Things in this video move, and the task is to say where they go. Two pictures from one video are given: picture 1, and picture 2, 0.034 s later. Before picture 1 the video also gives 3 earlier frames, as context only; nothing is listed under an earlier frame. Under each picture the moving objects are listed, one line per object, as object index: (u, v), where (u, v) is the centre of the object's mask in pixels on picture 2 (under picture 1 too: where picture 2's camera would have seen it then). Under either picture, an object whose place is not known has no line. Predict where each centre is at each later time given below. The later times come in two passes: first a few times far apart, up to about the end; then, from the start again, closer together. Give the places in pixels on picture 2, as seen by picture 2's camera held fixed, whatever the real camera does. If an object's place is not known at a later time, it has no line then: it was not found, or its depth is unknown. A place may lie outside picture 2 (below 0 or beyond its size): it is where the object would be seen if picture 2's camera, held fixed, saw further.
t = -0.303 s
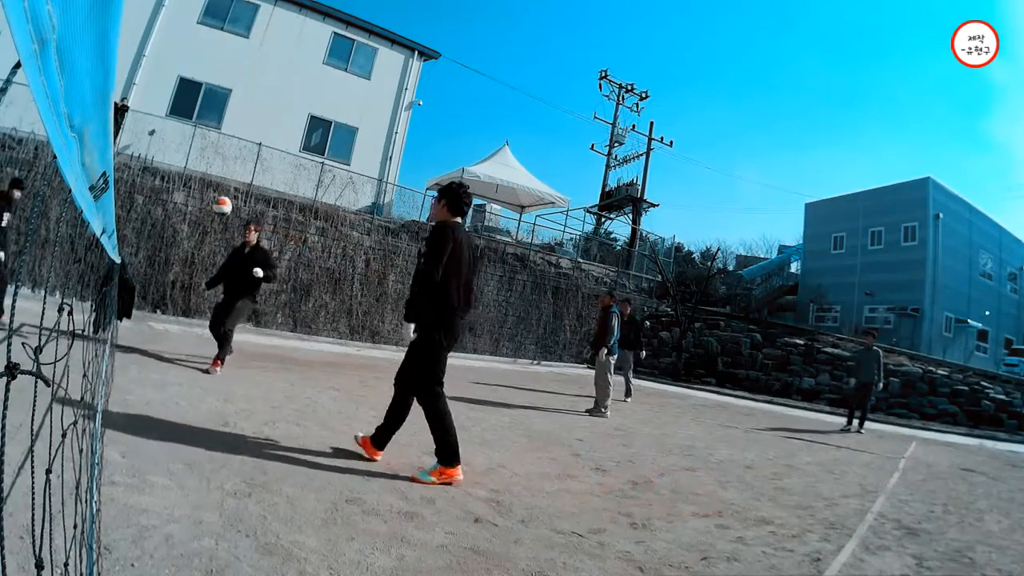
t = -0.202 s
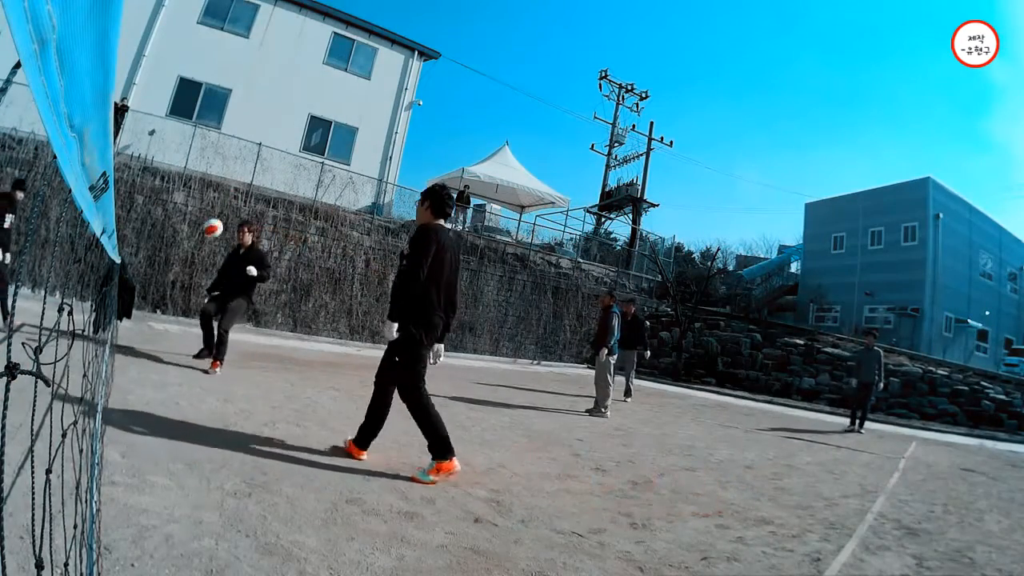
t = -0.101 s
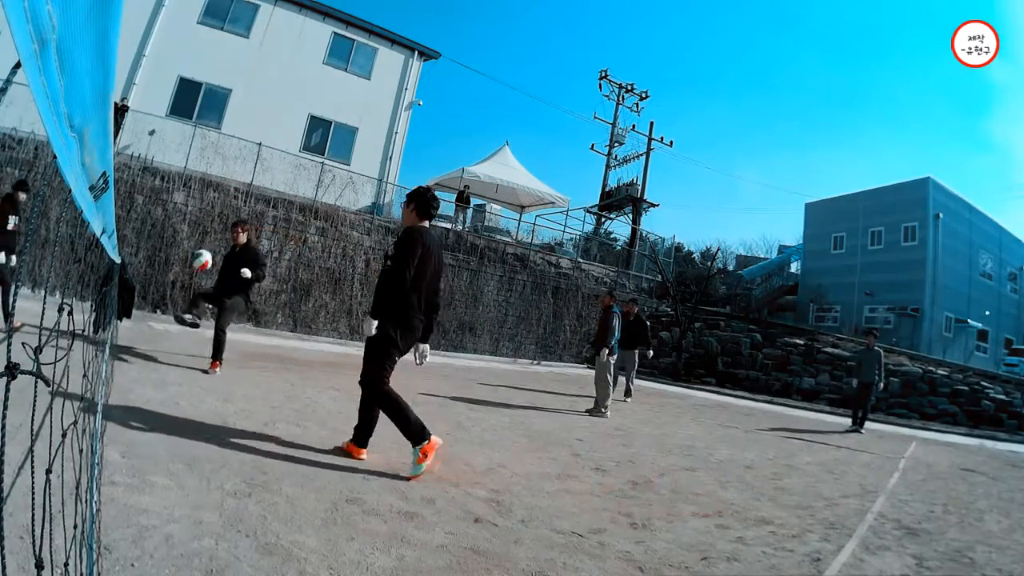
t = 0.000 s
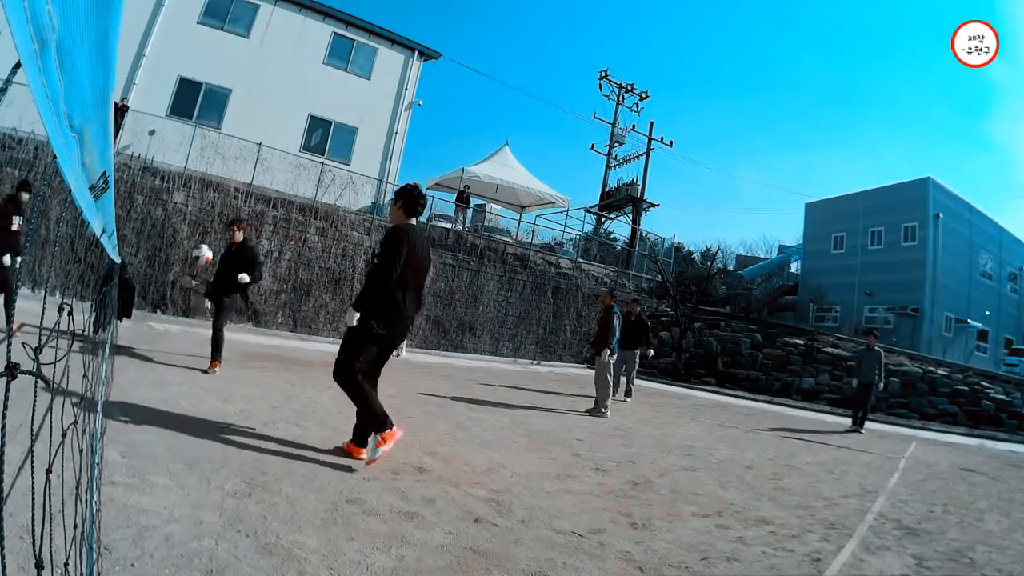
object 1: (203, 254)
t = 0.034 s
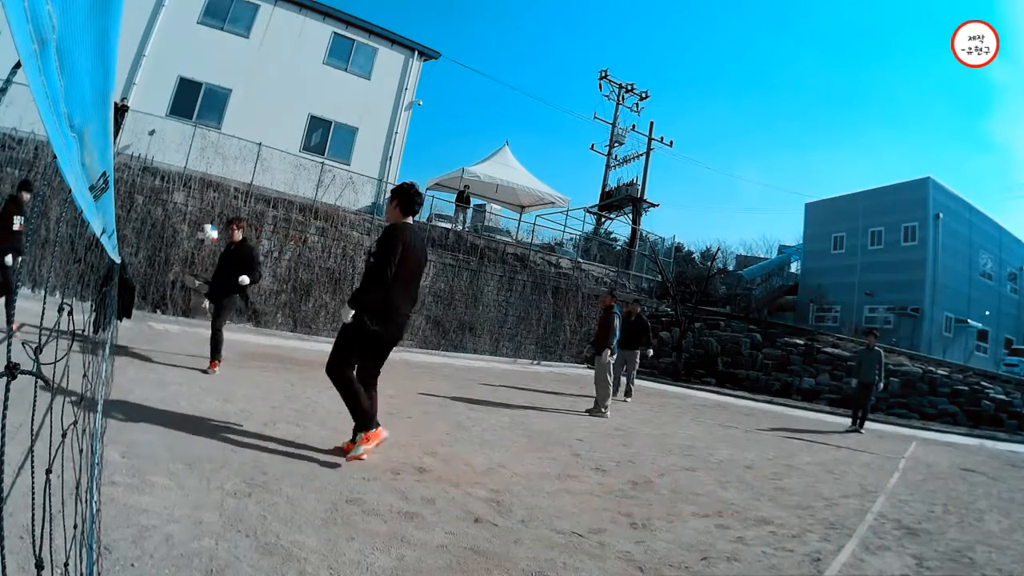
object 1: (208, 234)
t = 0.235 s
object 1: (238, 134)
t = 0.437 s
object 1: (263, 74)
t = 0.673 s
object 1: (280, 50)
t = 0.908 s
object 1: (279, 87)
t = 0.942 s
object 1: (278, 97)
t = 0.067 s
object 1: (214, 214)
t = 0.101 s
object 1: (218, 195)
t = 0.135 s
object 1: (225, 177)
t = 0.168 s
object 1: (228, 163)
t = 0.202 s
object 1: (234, 147)
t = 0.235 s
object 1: (238, 134)
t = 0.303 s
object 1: (246, 110)
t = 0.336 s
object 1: (251, 100)
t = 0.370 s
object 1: (256, 90)
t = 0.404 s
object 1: (259, 81)
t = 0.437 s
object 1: (263, 74)
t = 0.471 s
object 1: (266, 68)
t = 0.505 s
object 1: (269, 62)
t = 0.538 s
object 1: (272, 59)
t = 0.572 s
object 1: (274, 55)
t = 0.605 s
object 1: (276, 52)
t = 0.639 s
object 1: (278, 51)
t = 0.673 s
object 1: (280, 50)
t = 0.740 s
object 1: (281, 55)
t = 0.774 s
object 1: (281, 59)
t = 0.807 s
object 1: (281, 64)
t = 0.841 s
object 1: (281, 70)
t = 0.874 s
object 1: (281, 78)
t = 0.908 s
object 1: (279, 87)
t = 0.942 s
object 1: (278, 97)
